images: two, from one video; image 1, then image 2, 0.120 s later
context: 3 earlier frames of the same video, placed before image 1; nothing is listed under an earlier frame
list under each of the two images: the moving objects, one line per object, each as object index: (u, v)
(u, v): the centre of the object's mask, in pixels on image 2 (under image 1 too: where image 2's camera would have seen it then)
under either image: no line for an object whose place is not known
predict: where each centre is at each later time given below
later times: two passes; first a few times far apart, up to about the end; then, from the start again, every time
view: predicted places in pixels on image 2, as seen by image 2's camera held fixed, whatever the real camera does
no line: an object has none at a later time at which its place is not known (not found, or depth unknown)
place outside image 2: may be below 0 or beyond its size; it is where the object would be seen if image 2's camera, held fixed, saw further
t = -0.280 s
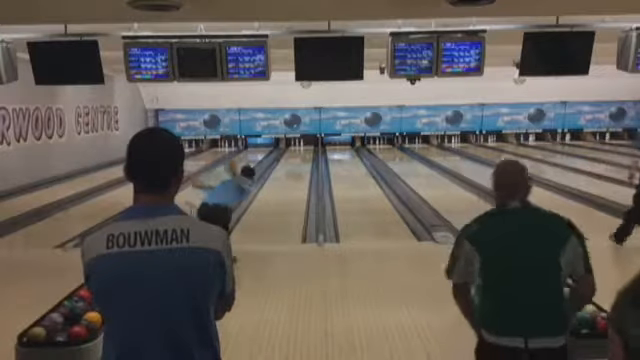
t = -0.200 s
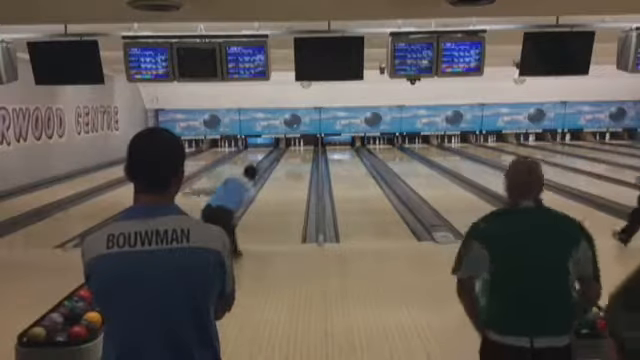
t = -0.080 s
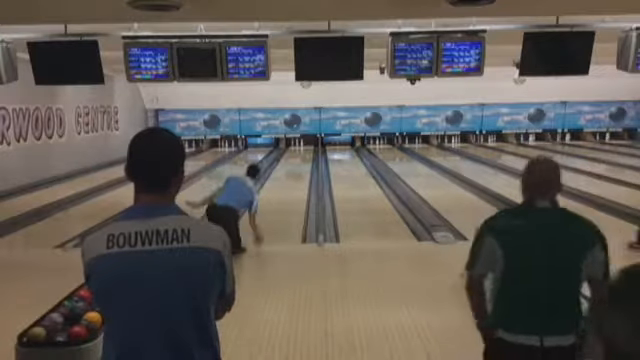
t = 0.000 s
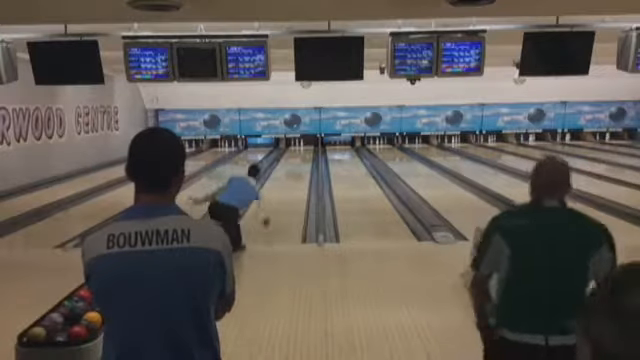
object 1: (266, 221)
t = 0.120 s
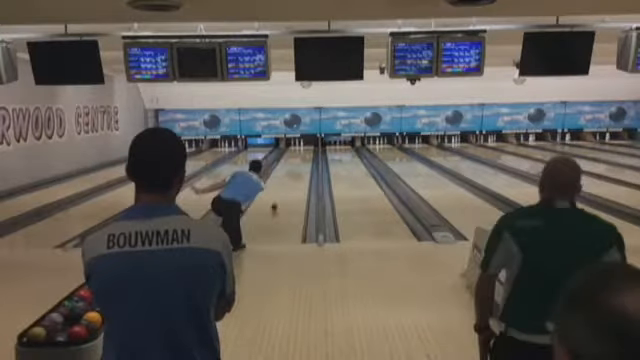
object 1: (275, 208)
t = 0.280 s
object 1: (281, 191)
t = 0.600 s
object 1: (290, 167)
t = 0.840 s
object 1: (293, 161)
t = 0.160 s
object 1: (276, 202)
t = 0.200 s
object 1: (278, 199)
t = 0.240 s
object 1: (280, 195)
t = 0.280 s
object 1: (281, 191)
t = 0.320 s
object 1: (283, 187)
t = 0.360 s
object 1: (284, 184)
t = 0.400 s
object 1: (285, 180)
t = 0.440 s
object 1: (286, 178)
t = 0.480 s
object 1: (288, 174)
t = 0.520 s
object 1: (289, 172)
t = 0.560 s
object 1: (290, 170)
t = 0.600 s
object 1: (290, 167)
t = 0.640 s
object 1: (291, 167)
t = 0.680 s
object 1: (291, 166)
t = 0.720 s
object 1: (292, 162)
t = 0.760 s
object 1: (293, 161)
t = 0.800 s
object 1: (293, 161)
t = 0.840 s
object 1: (293, 161)
